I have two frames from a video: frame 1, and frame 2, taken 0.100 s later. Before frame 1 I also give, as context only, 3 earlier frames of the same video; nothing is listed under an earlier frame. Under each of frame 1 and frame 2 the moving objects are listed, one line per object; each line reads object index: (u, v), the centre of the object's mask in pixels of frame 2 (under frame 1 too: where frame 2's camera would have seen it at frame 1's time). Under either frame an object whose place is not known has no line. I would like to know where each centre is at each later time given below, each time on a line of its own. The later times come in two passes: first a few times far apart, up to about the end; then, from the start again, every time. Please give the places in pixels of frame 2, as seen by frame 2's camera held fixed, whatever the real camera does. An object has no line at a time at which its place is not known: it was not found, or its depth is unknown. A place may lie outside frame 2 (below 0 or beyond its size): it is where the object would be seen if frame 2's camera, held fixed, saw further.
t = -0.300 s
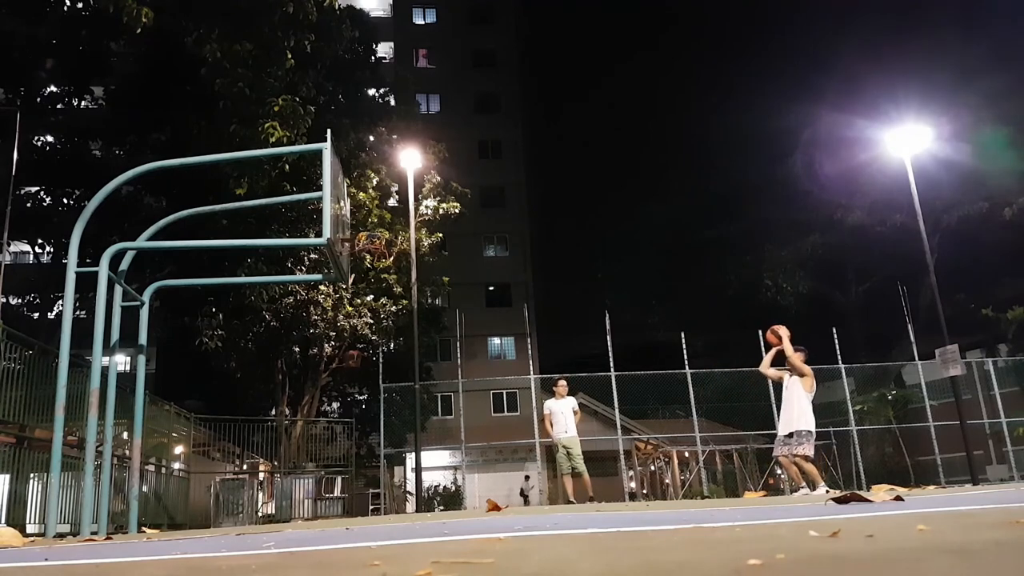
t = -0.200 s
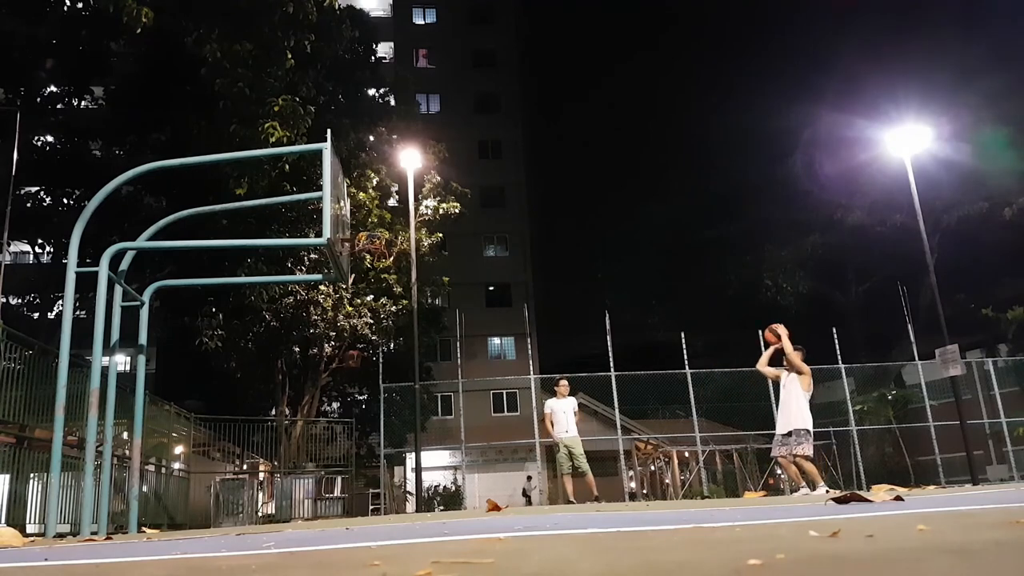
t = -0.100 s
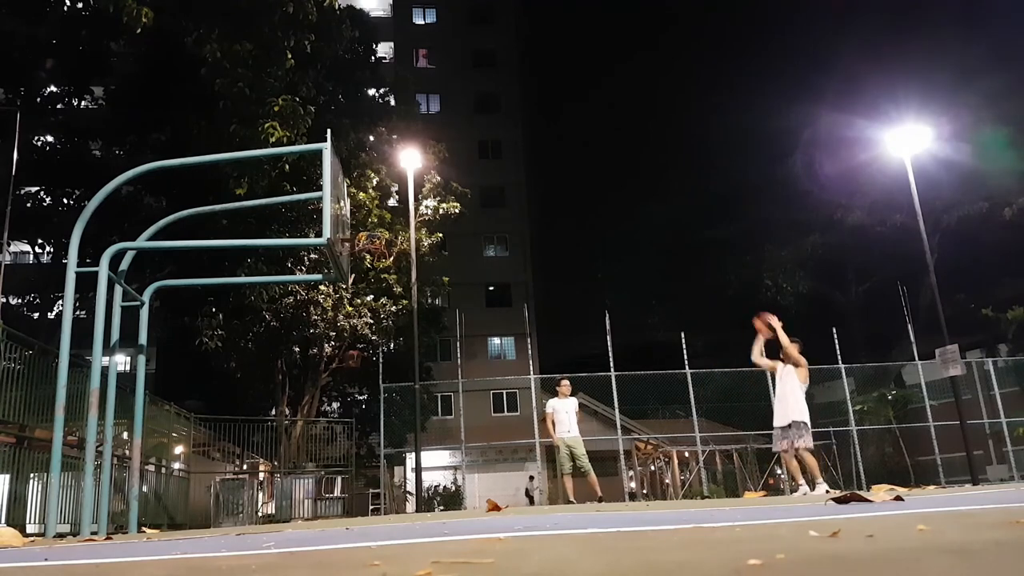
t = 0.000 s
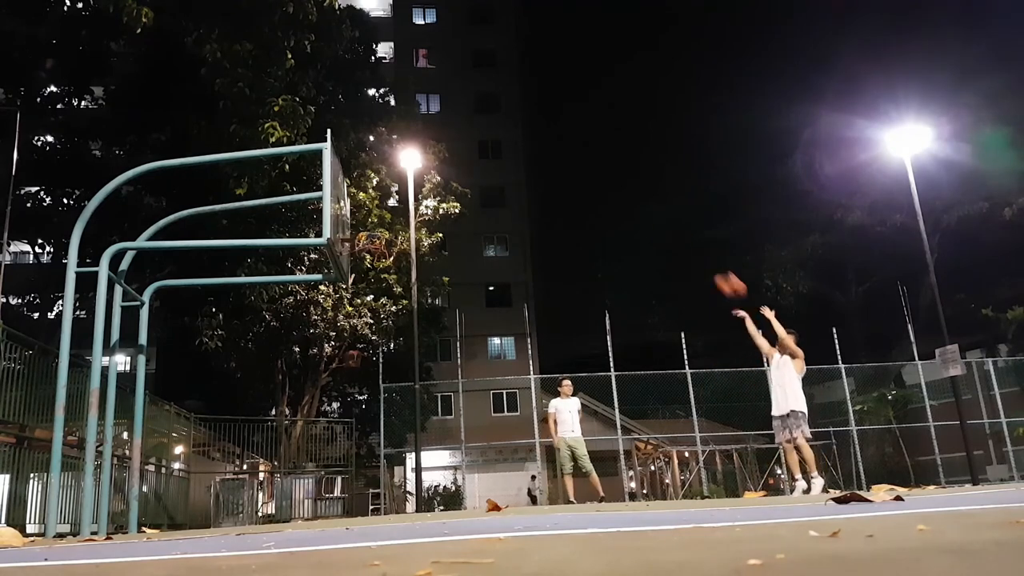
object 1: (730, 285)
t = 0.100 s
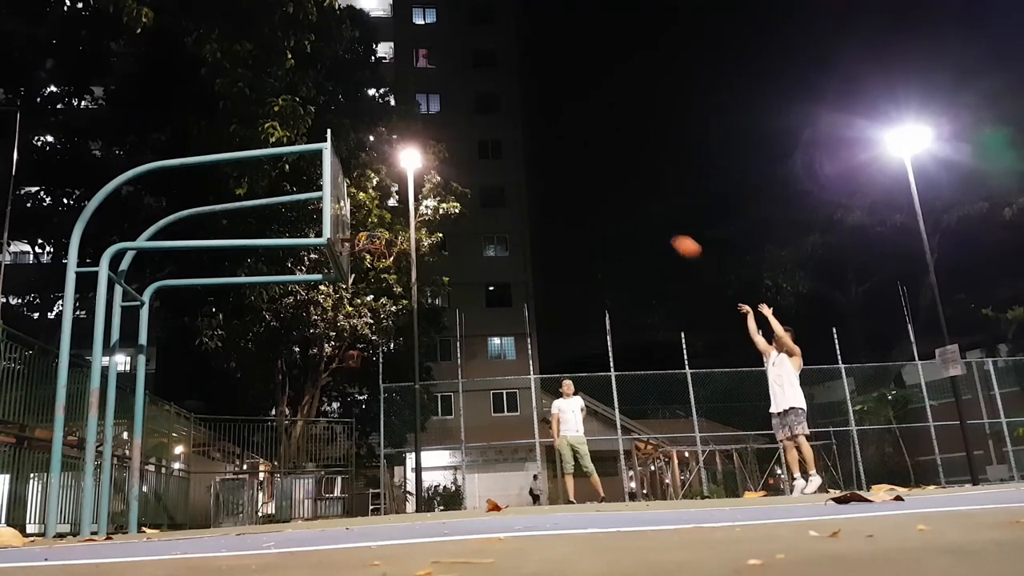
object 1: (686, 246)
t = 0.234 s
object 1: (630, 208)
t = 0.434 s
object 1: (553, 178)
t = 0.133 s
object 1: (672, 235)
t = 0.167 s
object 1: (657, 225)
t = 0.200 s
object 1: (643, 216)
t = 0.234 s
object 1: (630, 208)
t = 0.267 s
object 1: (616, 200)
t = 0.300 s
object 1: (603, 194)
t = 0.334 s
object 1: (591, 189)
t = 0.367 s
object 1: (578, 184)
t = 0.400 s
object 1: (565, 181)
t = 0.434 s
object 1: (553, 178)
